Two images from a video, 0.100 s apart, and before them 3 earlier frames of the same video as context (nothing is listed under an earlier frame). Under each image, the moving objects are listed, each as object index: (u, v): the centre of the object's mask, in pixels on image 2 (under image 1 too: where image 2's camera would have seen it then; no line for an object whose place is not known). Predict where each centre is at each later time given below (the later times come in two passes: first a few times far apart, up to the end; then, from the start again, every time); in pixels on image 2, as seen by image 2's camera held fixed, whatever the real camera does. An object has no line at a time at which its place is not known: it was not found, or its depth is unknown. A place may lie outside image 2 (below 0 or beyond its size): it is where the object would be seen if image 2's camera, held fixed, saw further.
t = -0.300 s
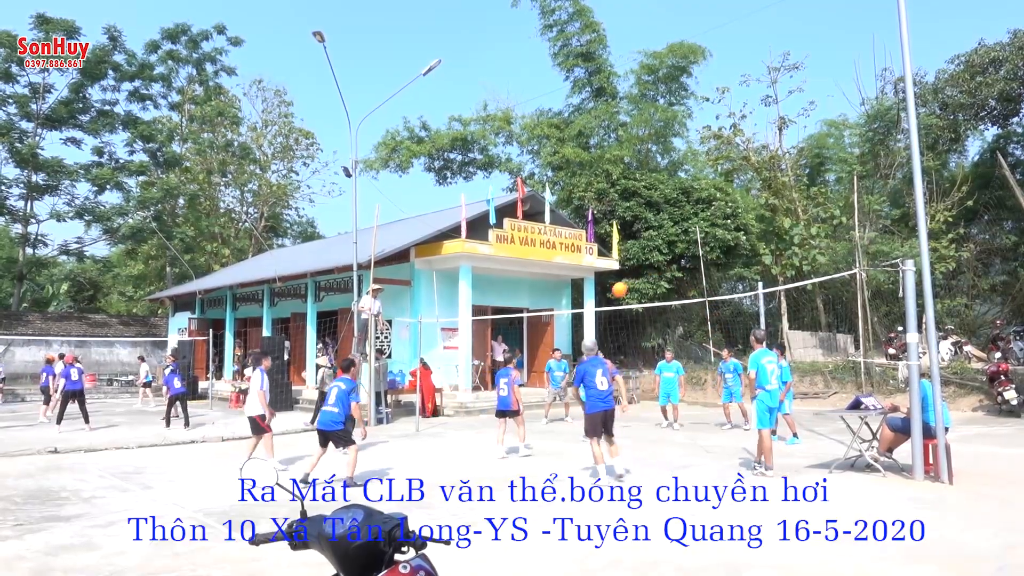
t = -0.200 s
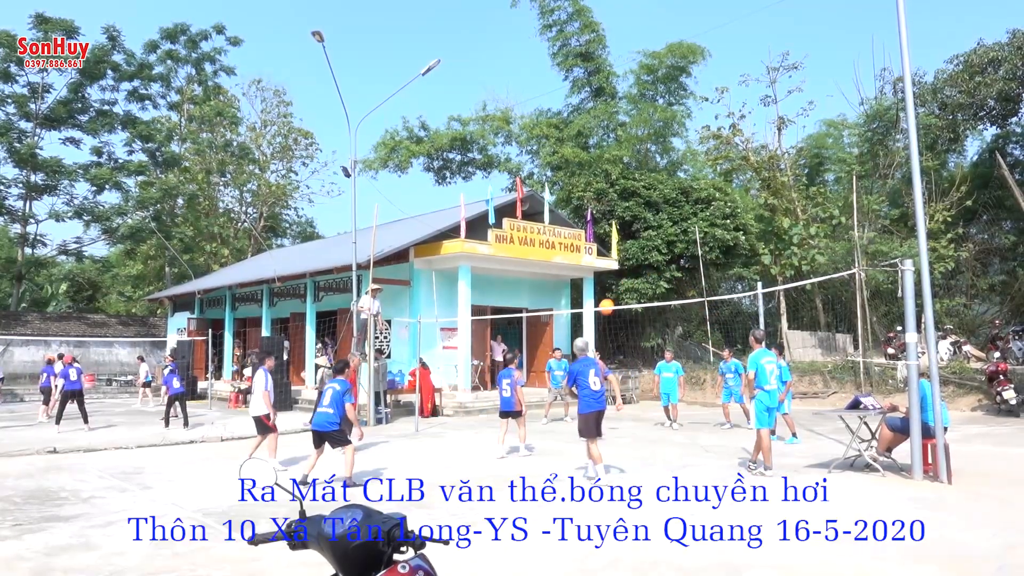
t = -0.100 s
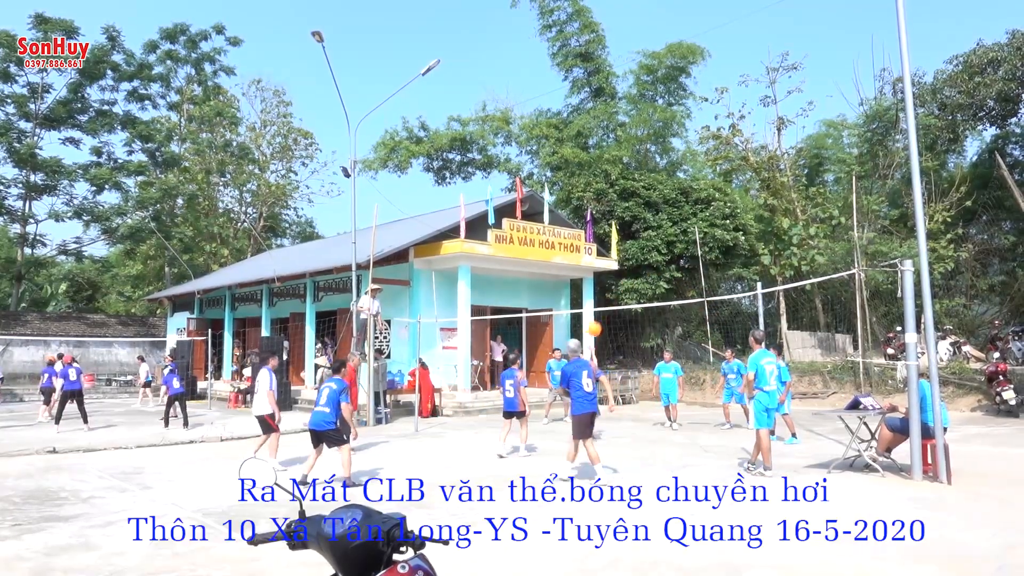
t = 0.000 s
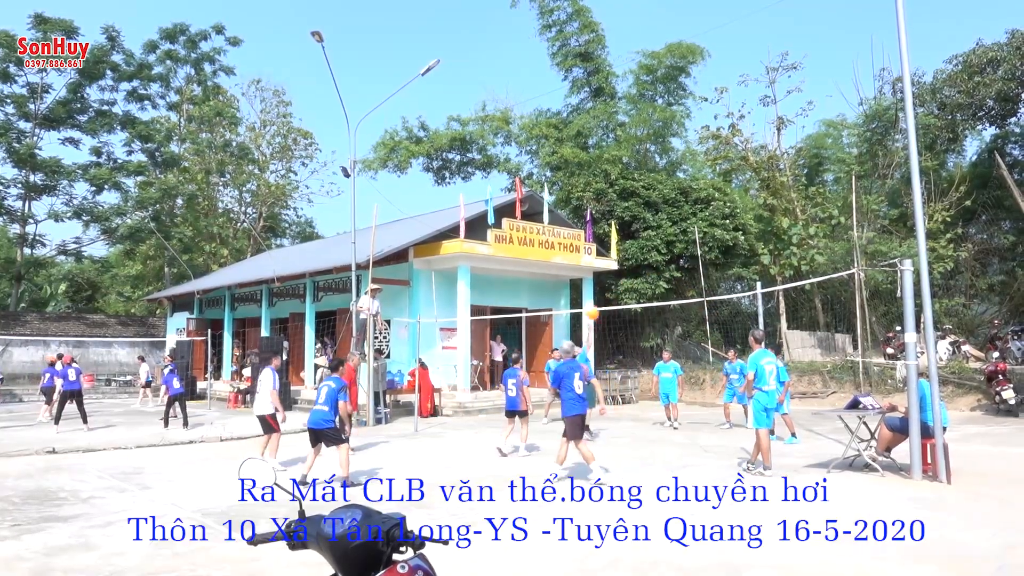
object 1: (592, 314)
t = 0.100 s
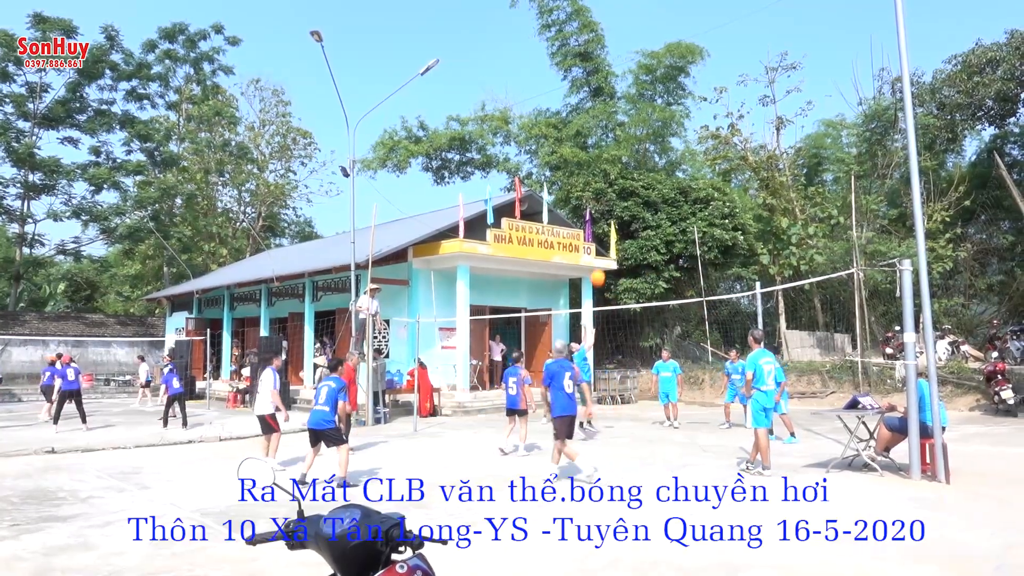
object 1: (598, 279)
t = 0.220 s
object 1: (605, 242)
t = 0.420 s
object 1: (618, 202)
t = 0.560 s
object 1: (627, 187)
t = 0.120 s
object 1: (599, 272)
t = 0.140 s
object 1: (600, 266)
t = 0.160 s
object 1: (602, 258)
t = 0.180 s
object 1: (603, 252)
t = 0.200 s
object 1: (603, 248)
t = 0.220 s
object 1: (605, 242)
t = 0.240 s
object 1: (606, 237)
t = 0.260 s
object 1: (607, 232)
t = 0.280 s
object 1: (609, 227)
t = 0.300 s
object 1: (610, 223)
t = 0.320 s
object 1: (612, 219)
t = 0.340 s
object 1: (613, 215)
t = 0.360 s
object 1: (614, 211)
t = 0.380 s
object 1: (616, 208)
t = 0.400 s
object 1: (617, 205)
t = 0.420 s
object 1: (618, 202)
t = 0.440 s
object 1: (620, 199)
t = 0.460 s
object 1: (621, 196)
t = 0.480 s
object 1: (622, 194)
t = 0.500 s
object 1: (624, 192)
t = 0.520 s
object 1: (625, 190)
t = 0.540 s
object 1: (626, 189)
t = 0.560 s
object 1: (627, 187)
